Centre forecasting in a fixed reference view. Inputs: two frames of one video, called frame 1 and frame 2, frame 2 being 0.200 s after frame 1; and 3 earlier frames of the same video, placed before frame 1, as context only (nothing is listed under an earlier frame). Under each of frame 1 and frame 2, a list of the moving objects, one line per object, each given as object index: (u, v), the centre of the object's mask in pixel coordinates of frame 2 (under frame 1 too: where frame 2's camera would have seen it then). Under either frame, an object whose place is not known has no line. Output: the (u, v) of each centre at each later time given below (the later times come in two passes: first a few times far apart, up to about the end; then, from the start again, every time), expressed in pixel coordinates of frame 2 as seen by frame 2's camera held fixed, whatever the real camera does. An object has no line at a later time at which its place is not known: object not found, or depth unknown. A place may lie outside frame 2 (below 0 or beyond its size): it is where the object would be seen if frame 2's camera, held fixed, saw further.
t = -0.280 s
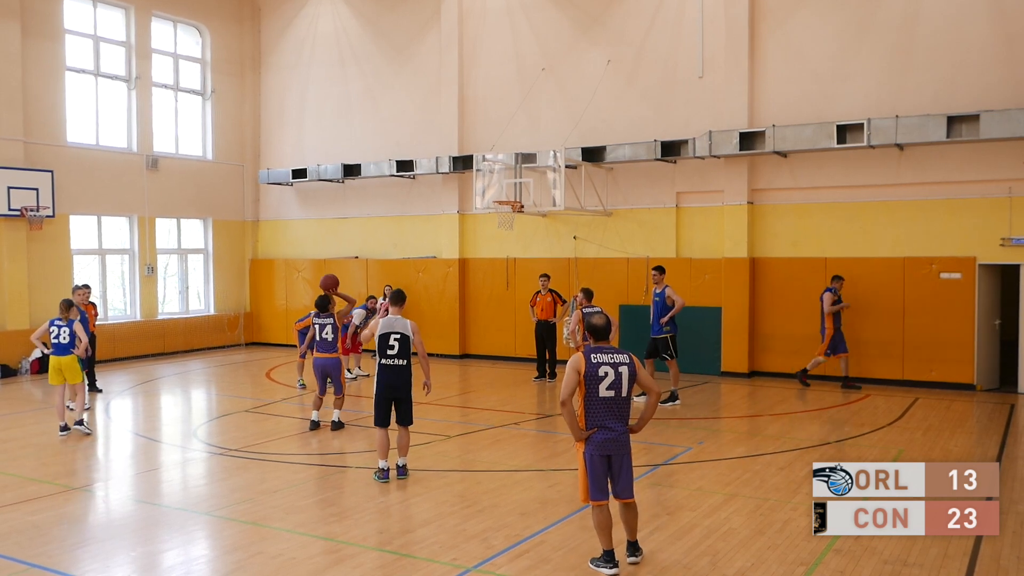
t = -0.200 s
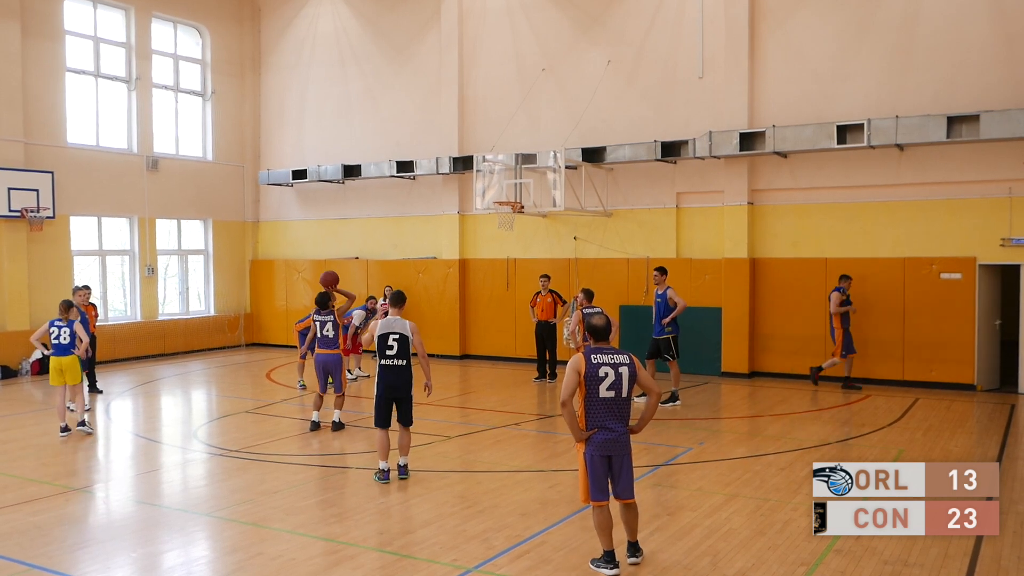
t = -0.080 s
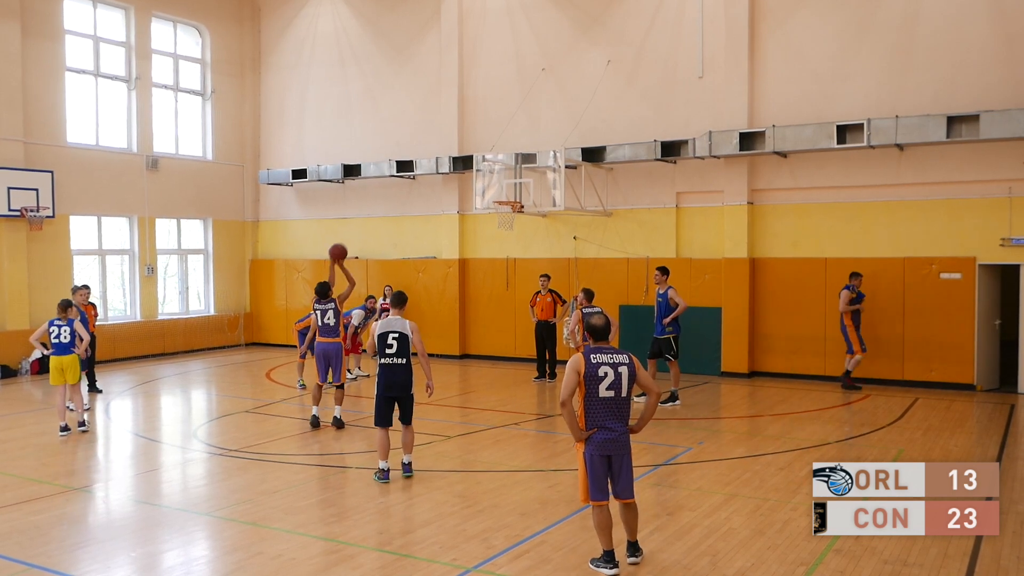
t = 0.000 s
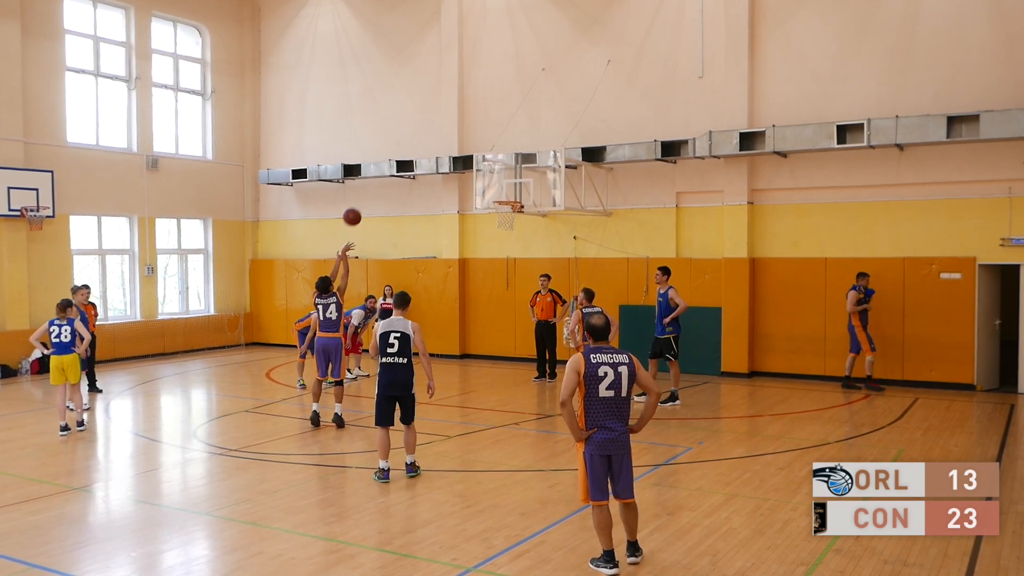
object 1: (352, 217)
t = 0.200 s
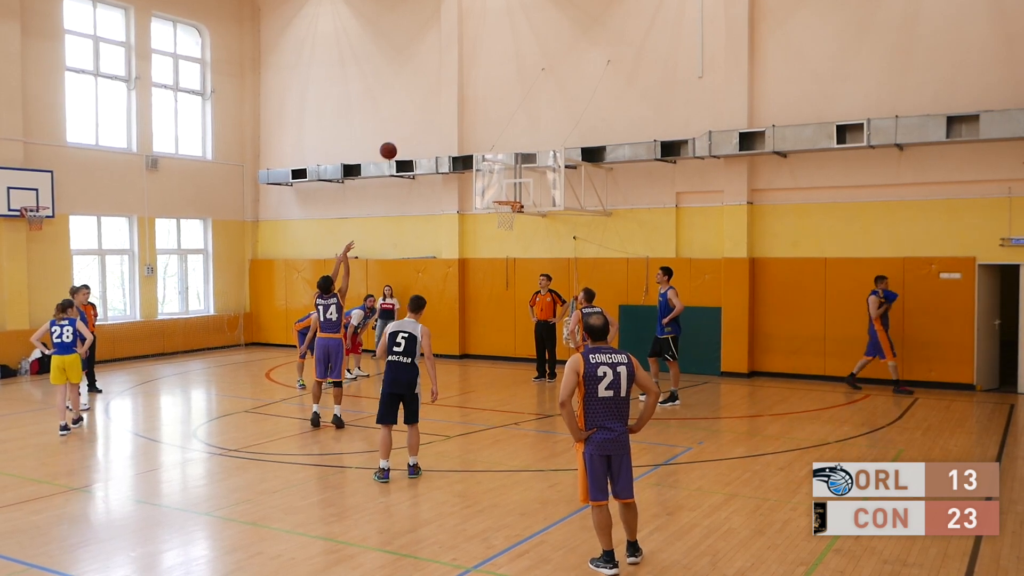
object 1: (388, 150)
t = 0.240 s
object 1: (395, 142)
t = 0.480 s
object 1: (434, 113)
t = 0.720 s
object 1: (468, 124)
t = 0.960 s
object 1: (500, 167)
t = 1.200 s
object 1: (500, 210)
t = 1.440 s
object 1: (502, 215)
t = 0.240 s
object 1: (395, 142)
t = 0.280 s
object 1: (402, 134)
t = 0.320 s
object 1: (408, 127)
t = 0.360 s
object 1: (415, 122)
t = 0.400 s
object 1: (421, 118)
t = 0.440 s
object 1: (427, 115)
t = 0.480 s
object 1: (434, 113)
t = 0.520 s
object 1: (440, 112)
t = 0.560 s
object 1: (446, 112)
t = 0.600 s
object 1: (452, 114)
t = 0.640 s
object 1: (457, 116)
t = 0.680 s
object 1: (463, 119)
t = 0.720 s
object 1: (468, 124)
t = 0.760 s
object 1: (474, 129)
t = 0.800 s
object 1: (479, 135)
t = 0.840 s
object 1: (484, 142)
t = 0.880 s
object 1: (489, 149)
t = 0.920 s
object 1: (494, 158)
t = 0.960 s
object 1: (500, 167)
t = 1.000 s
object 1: (504, 178)
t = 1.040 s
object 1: (509, 188)
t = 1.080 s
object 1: (514, 197)
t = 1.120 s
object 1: (508, 203)
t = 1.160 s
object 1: (502, 208)
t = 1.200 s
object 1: (500, 210)
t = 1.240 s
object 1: (498, 214)
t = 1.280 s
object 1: (497, 215)
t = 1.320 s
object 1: (498, 214)
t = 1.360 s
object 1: (499, 214)
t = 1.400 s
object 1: (500, 215)
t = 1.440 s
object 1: (502, 215)
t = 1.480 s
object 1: (504, 216)
